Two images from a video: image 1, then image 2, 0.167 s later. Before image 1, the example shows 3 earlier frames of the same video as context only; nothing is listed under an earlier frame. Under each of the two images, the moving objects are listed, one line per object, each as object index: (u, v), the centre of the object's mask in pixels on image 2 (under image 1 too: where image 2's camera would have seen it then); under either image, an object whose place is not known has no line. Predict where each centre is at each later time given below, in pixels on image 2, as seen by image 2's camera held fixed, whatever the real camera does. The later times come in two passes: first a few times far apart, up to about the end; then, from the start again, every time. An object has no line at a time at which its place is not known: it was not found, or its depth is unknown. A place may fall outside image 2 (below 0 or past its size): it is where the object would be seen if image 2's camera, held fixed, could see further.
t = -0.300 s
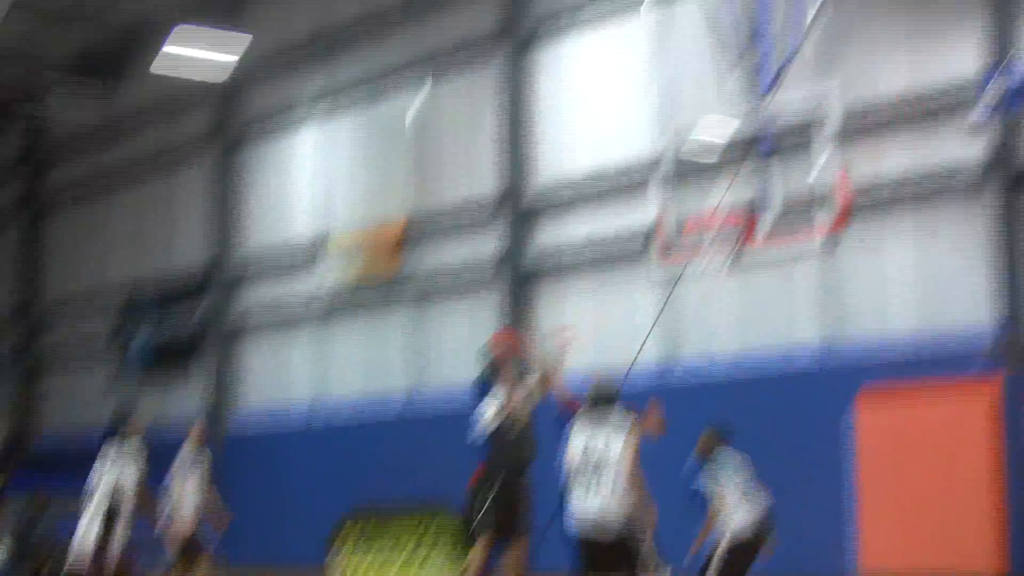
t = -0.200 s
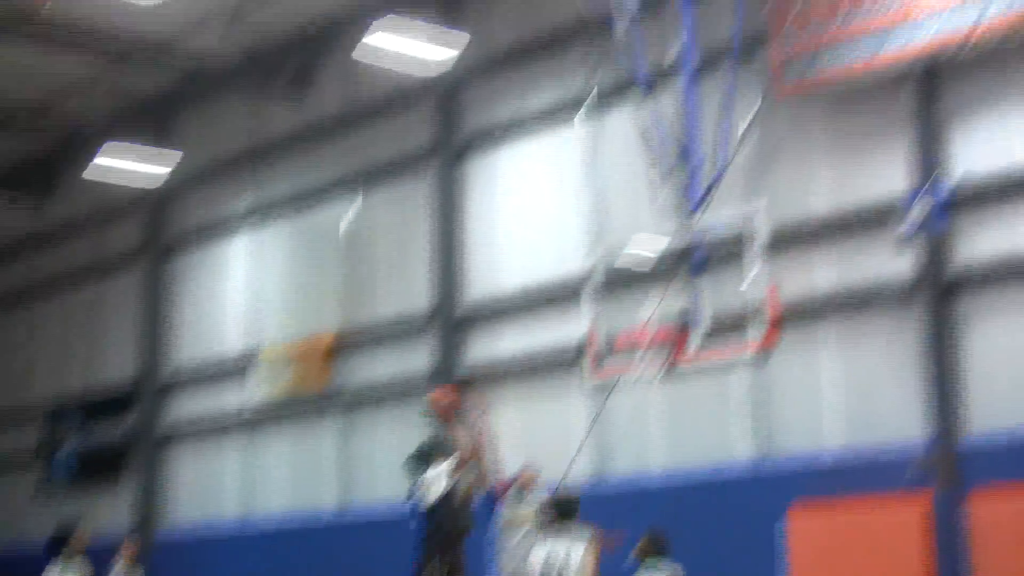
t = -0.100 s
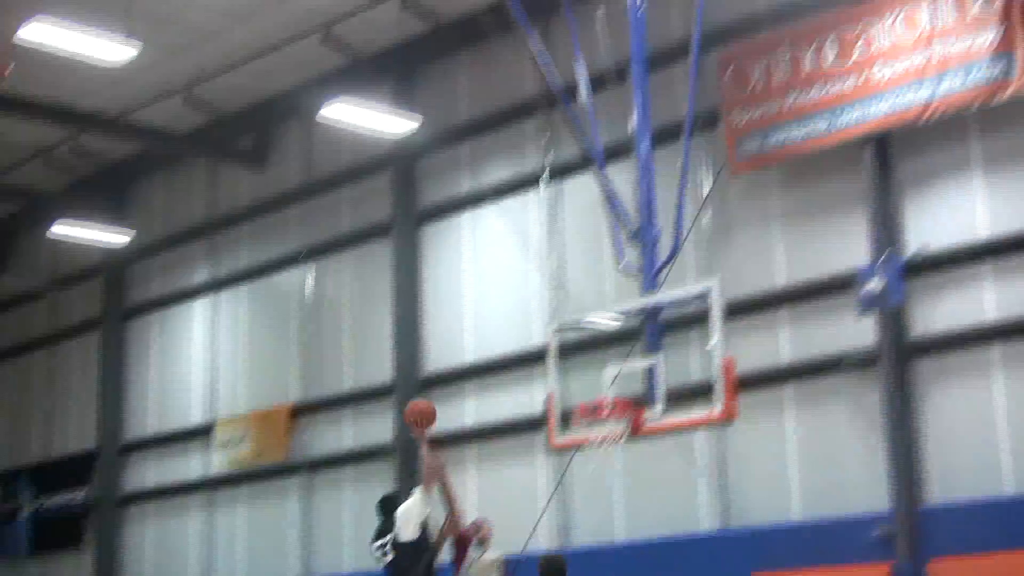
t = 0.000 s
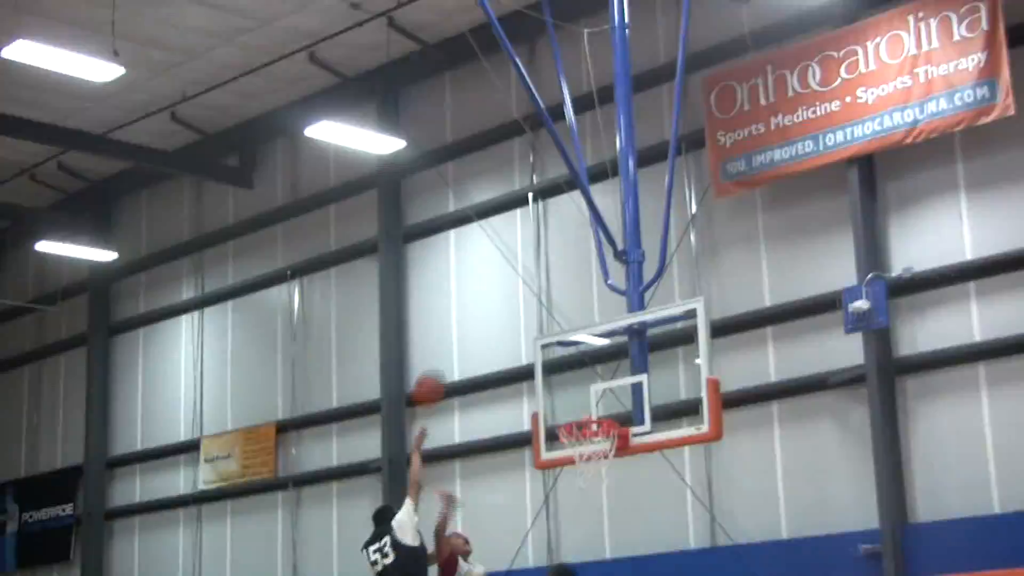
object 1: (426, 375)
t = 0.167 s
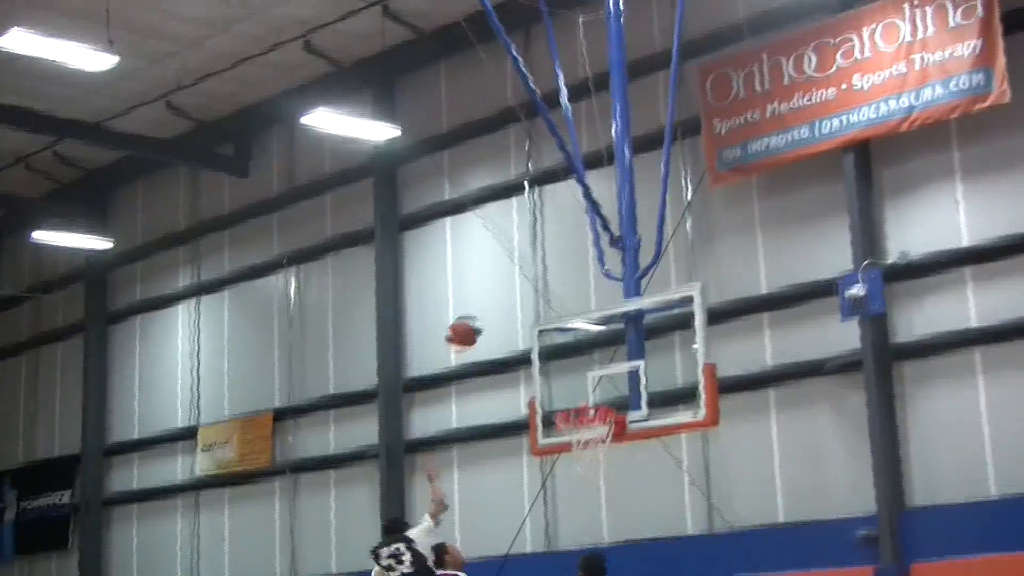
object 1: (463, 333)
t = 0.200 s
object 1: (471, 329)
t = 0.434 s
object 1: (521, 340)
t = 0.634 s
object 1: (566, 396)
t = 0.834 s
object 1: (605, 465)
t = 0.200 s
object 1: (471, 329)
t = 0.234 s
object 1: (478, 326)
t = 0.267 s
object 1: (486, 325)
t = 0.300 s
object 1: (493, 325)
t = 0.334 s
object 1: (500, 327)
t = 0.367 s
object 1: (507, 329)
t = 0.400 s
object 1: (514, 333)
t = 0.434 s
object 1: (521, 340)
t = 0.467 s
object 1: (528, 345)
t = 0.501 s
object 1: (537, 353)
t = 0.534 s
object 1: (545, 362)
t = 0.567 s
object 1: (552, 372)
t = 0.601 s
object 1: (559, 385)
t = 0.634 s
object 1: (566, 396)
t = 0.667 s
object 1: (573, 403)
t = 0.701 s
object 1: (581, 426)
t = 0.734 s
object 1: (591, 441)
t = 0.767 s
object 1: (595, 450)
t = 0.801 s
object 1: (600, 456)
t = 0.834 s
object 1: (605, 465)
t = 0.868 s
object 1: (609, 475)
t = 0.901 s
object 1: (614, 486)
